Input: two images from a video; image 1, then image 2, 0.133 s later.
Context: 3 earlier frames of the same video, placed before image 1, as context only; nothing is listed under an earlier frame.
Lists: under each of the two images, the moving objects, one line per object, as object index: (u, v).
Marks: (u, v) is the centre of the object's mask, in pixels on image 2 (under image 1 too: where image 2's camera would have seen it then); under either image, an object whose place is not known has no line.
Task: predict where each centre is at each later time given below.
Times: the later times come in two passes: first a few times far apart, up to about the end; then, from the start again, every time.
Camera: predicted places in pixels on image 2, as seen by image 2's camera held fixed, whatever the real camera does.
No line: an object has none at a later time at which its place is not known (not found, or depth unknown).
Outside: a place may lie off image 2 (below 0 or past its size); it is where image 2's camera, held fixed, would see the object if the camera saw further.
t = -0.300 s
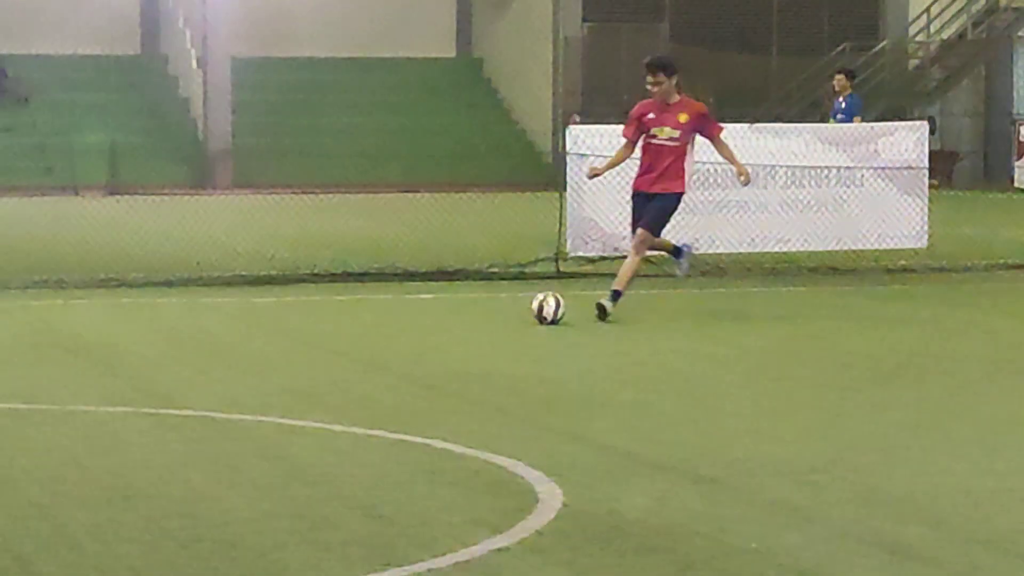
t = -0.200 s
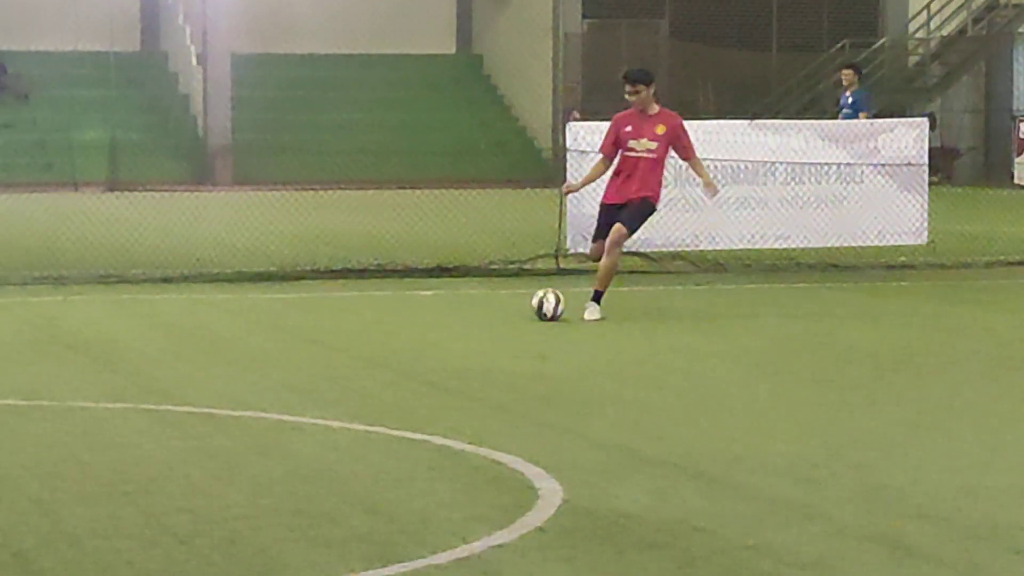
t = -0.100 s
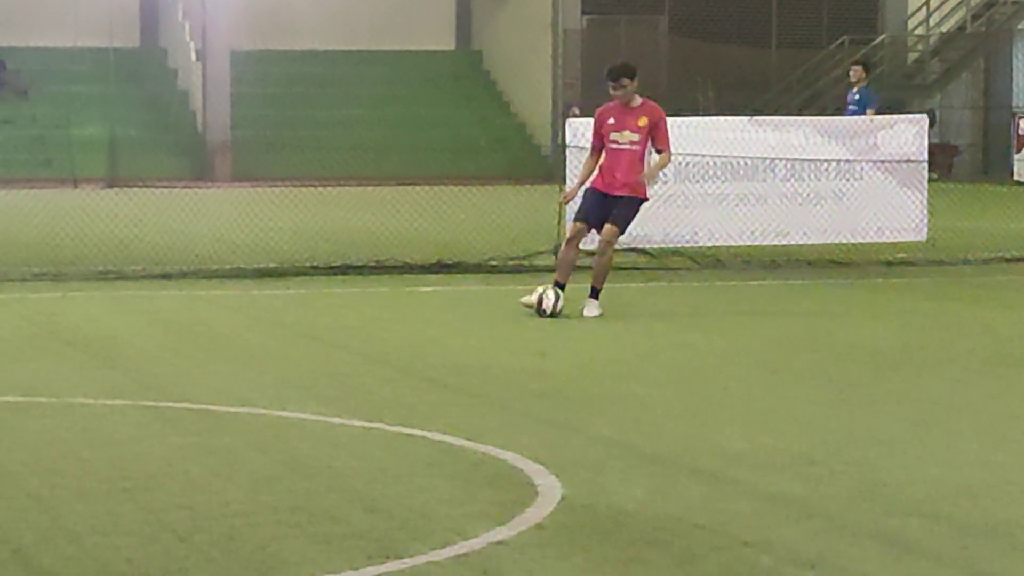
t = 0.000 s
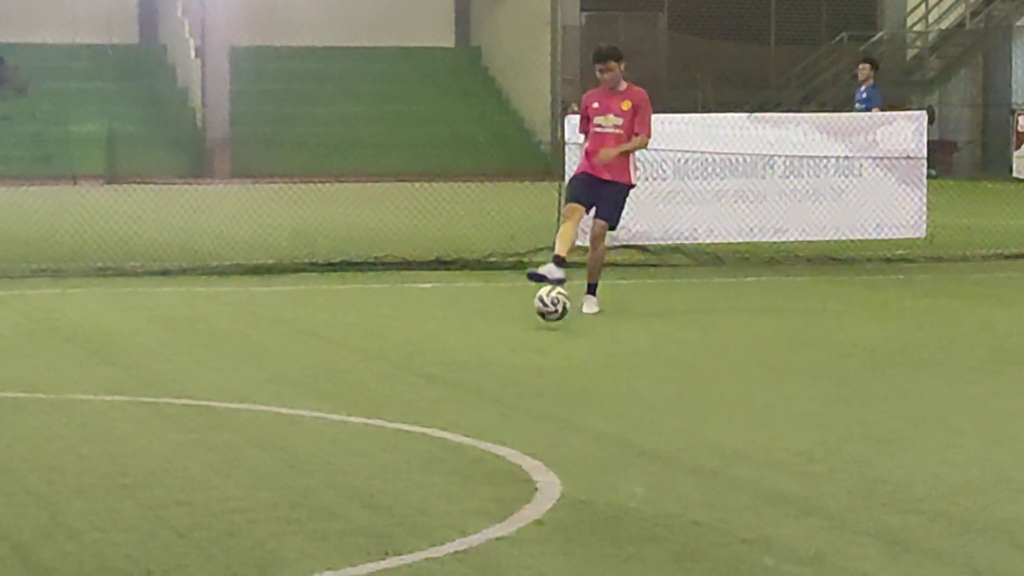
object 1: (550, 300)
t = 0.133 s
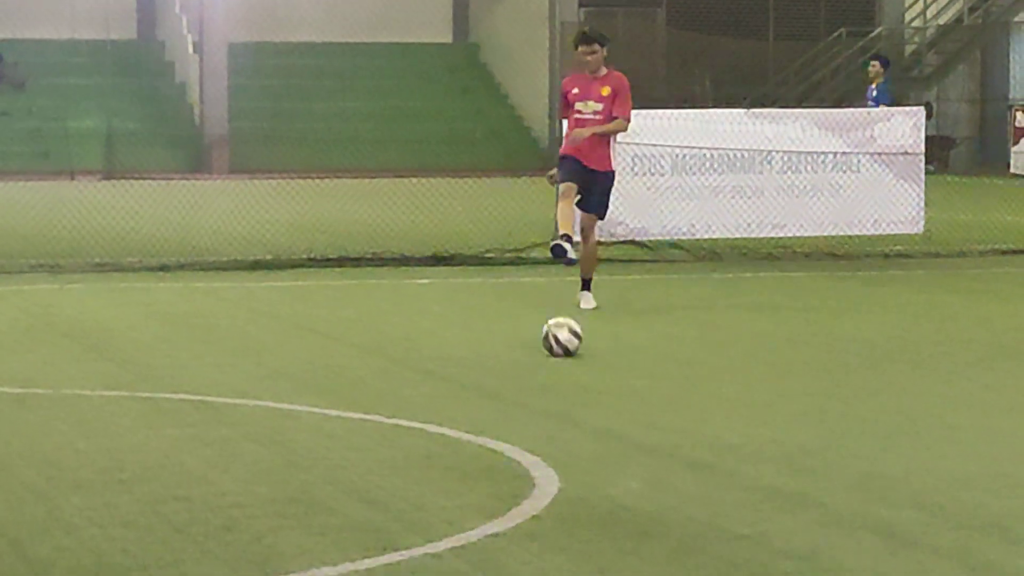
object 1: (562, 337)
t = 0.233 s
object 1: (571, 349)
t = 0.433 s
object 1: (597, 405)
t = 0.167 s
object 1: (565, 342)
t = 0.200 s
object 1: (568, 344)
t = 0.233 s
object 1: (571, 349)
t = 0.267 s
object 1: (575, 357)
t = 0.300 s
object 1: (579, 370)
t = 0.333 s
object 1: (584, 382)
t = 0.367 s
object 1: (588, 386)
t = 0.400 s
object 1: (592, 393)
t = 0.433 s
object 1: (597, 405)
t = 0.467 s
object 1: (602, 419)
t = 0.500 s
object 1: (607, 426)
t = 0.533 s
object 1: (614, 438)
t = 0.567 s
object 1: (618, 449)
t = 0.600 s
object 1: (624, 459)
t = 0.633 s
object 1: (629, 474)
